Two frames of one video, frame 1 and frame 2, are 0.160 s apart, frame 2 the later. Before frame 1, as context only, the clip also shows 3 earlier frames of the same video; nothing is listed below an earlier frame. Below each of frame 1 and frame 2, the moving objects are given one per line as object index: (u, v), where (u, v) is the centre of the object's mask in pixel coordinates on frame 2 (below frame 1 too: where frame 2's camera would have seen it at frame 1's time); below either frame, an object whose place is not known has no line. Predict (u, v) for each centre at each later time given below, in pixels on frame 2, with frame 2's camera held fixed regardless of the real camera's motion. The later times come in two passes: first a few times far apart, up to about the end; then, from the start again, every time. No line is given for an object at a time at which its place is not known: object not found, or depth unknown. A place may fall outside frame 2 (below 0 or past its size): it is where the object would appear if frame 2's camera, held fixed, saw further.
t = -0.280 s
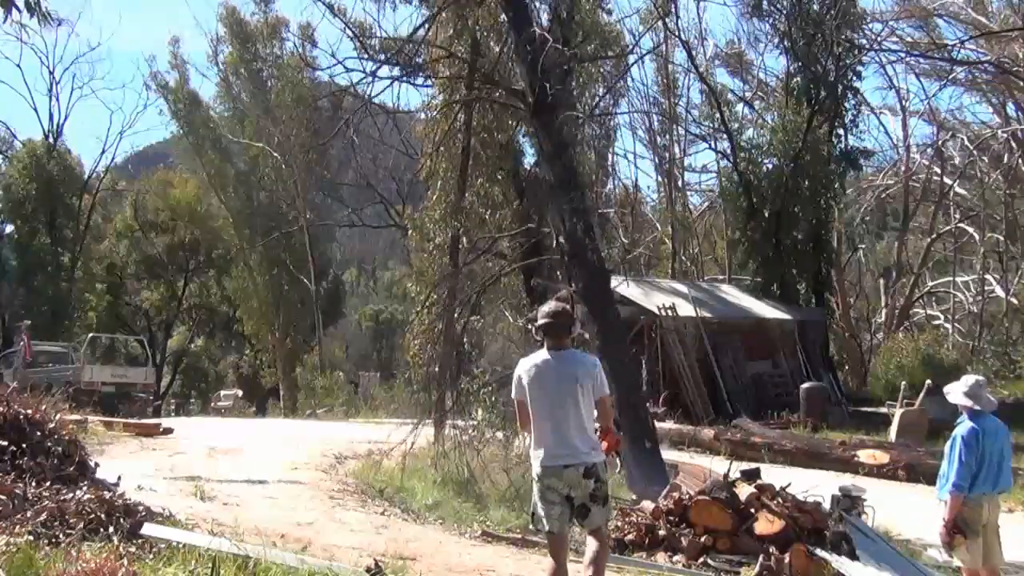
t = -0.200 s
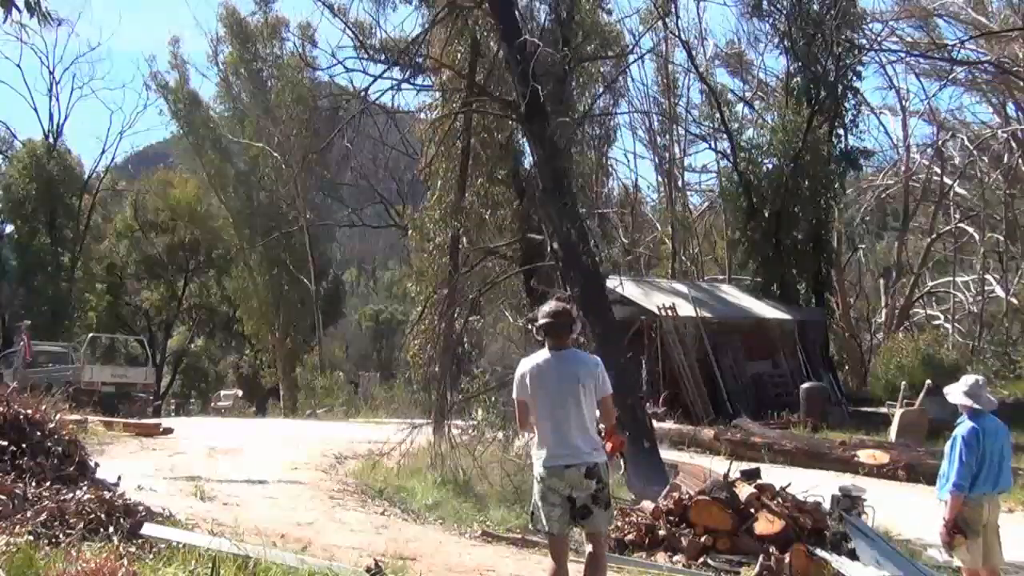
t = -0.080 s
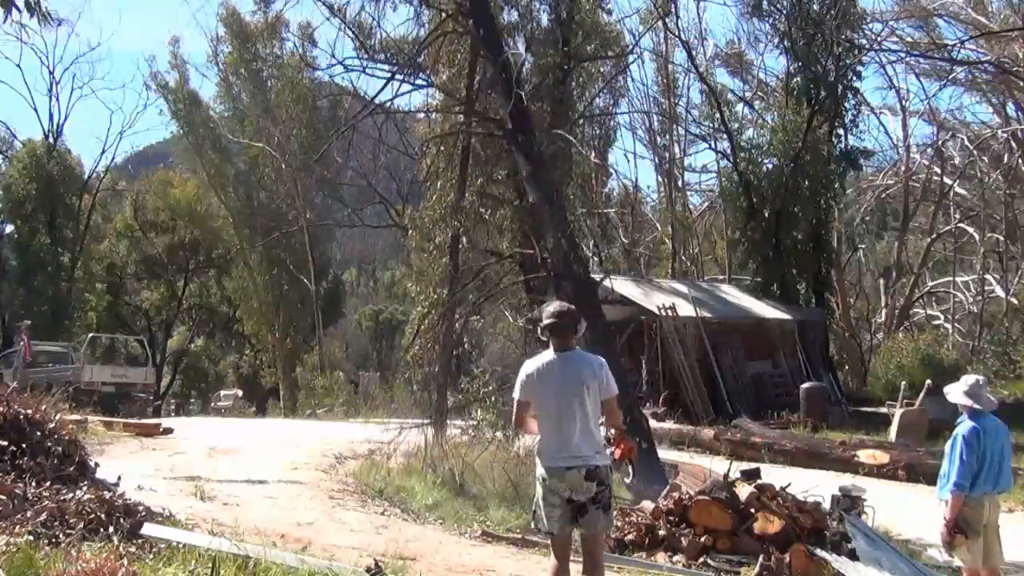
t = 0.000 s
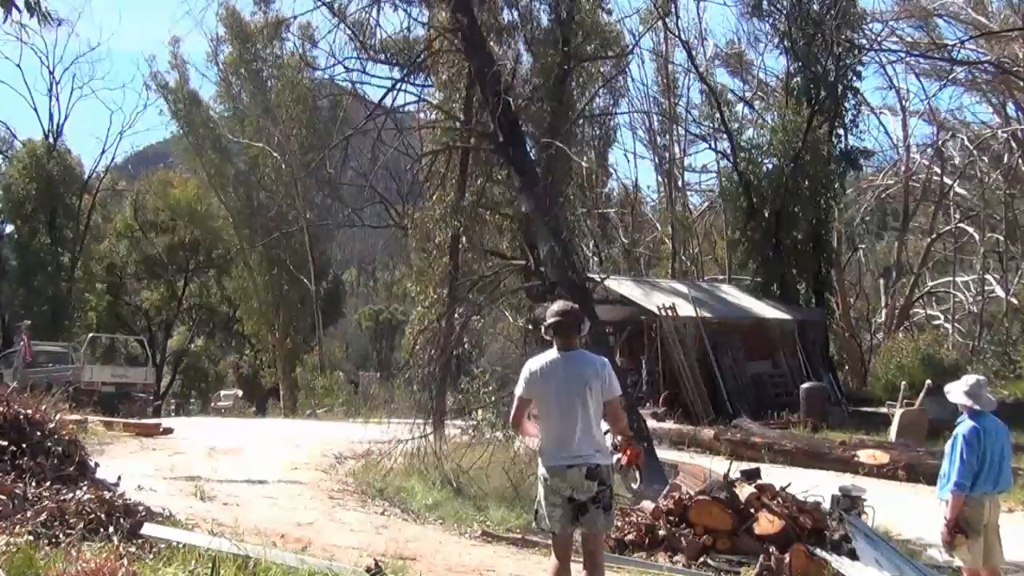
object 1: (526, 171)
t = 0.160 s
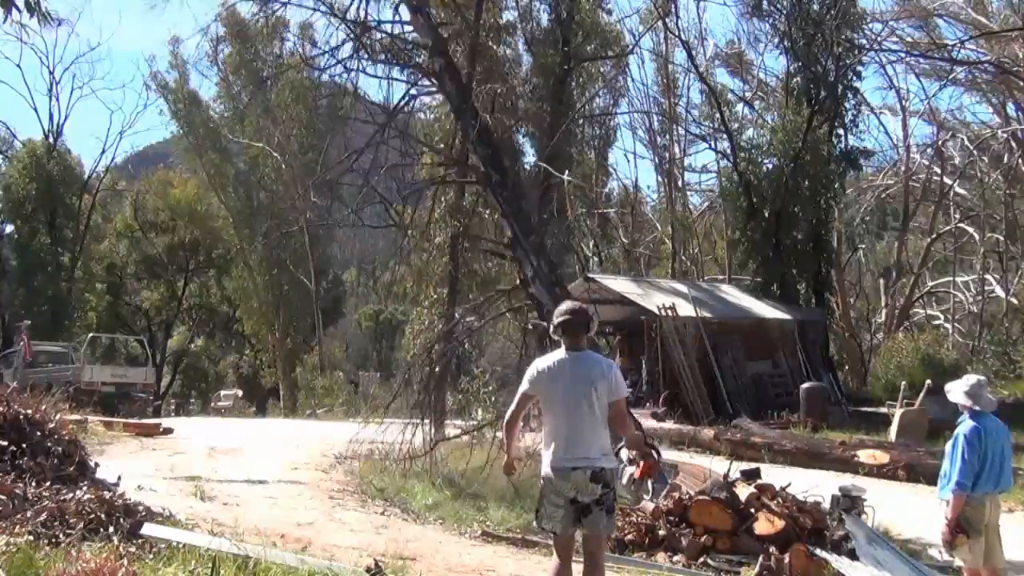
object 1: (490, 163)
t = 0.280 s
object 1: (471, 184)
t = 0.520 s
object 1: (393, 190)
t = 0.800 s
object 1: (392, 337)
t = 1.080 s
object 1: (429, 456)
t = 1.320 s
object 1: (429, 458)
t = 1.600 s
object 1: (438, 462)
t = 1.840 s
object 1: (421, 455)
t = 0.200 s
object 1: (484, 169)
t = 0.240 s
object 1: (480, 183)
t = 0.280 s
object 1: (471, 184)
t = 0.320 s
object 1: (467, 194)
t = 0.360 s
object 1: (454, 190)
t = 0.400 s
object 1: (447, 199)
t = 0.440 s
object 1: (433, 200)
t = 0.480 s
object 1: (412, 193)
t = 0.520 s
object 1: (393, 190)
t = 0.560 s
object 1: (395, 216)
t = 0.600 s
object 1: (390, 233)
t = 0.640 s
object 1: (390, 259)
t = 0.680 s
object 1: (392, 277)
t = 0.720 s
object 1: (402, 305)
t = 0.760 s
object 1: (403, 327)
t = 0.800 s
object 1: (392, 337)
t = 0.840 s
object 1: (388, 355)
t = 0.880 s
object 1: (384, 374)
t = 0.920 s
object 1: (377, 390)
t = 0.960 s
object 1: (360, 403)
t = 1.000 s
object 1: (404, 431)
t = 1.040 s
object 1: (421, 447)
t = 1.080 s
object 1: (429, 456)
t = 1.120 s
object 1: (434, 460)
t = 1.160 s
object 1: (427, 458)
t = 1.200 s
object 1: (422, 458)
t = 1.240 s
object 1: (429, 459)
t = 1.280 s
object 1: (417, 458)
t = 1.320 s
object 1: (429, 458)
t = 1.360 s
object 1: (417, 458)
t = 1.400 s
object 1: (415, 458)
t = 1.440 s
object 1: (428, 458)
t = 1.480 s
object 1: (429, 458)
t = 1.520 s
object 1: (431, 459)
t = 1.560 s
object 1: (438, 461)
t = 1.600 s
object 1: (438, 462)
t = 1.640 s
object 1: (422, 458)
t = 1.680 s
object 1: (417, 456)
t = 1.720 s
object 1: (430, 460)
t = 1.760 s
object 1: (417, 455)
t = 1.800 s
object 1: (421, 453)
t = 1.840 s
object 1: (421, 455)
